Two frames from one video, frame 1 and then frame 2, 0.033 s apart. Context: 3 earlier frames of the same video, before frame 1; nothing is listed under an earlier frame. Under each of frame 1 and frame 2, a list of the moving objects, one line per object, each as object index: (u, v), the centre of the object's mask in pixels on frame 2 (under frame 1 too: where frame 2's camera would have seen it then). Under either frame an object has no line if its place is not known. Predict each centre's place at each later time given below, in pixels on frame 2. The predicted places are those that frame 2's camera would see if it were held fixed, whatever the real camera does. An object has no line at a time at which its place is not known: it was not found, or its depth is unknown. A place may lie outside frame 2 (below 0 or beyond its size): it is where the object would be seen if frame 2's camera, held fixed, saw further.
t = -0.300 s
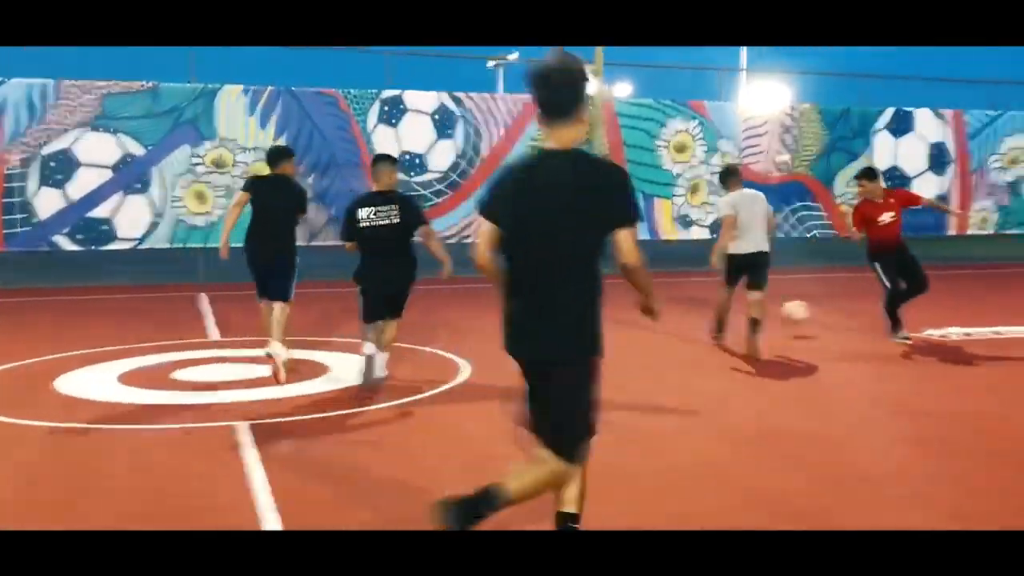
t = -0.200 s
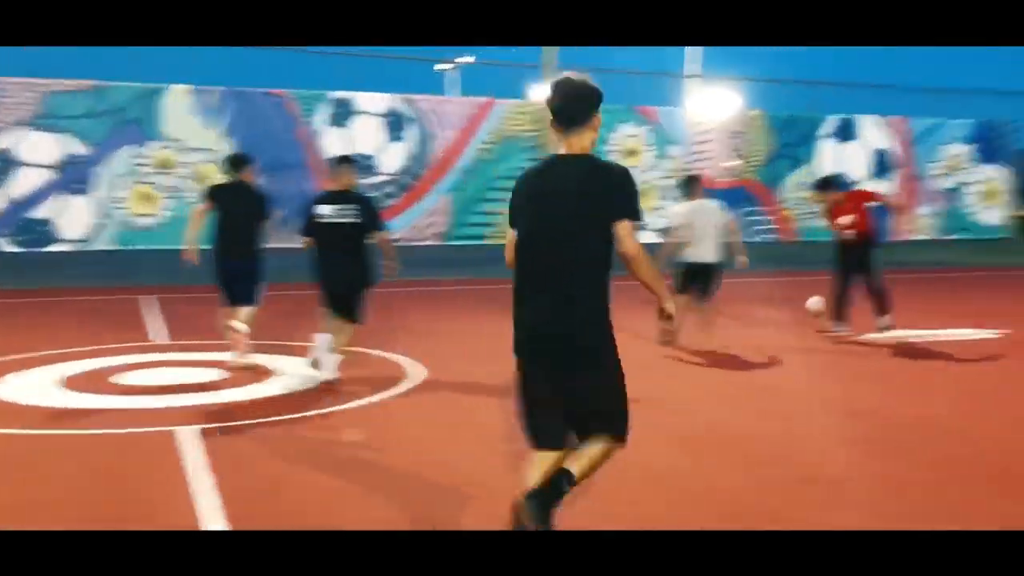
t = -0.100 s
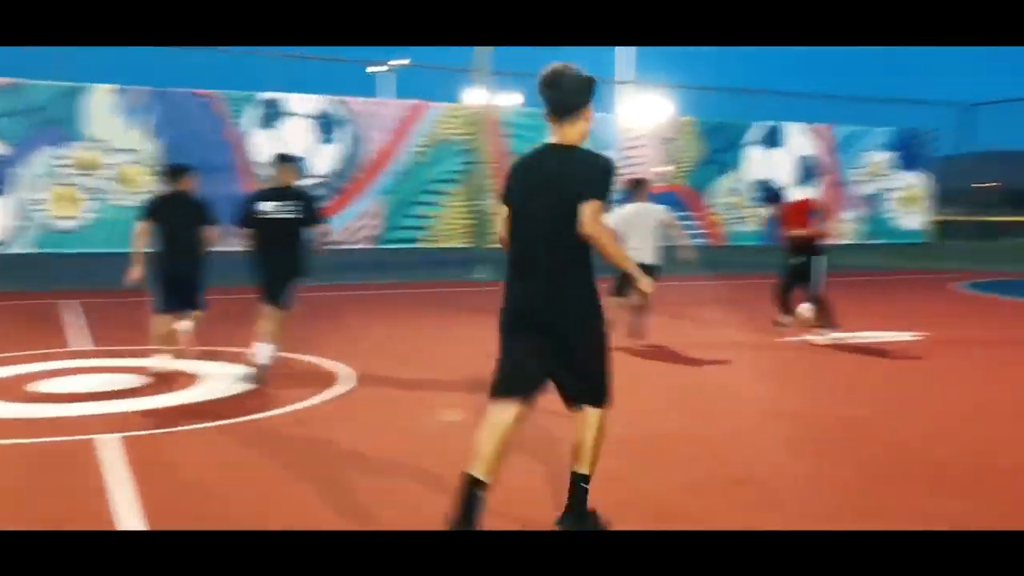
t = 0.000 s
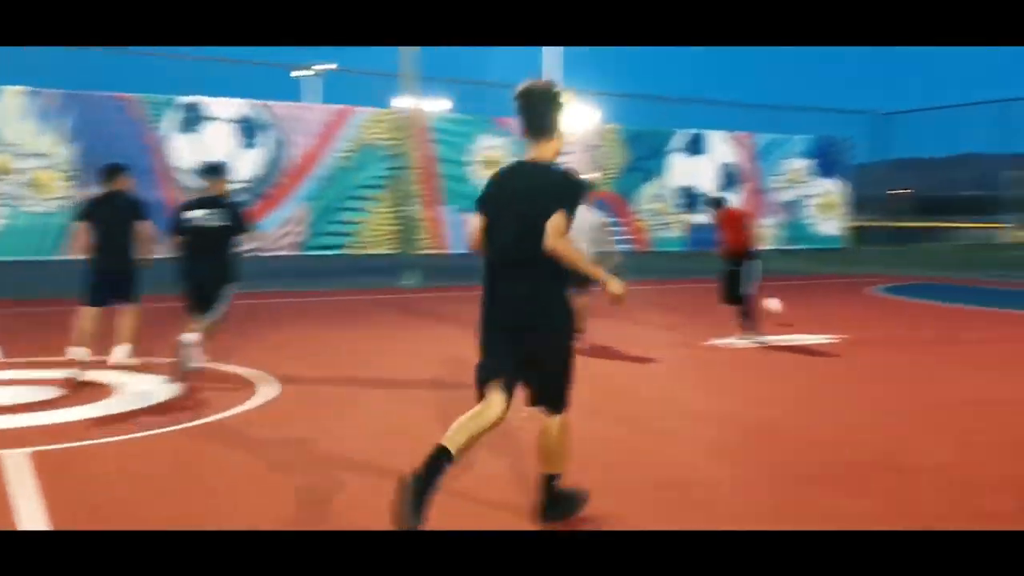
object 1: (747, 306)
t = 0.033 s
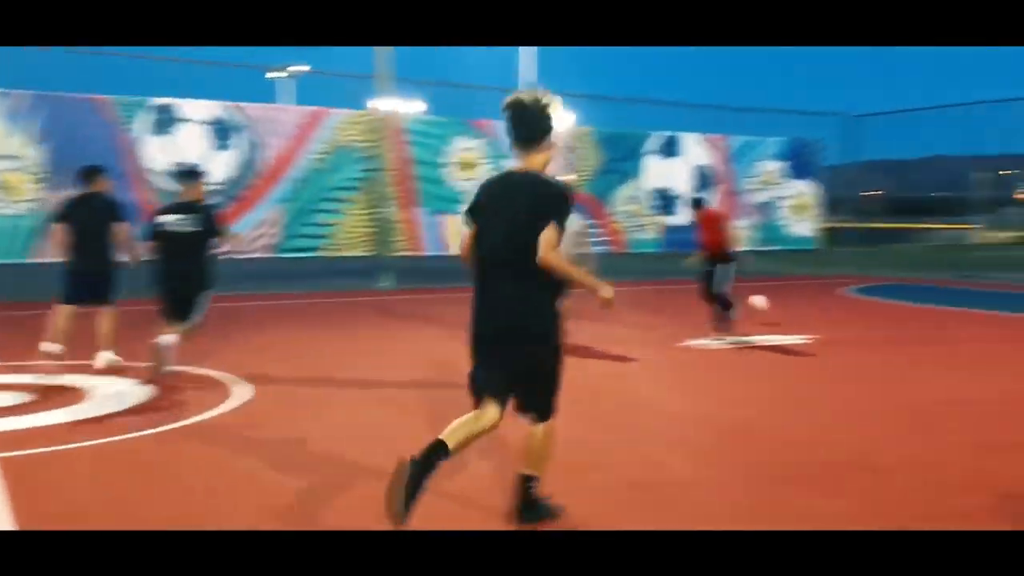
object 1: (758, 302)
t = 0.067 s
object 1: (769, 299)
